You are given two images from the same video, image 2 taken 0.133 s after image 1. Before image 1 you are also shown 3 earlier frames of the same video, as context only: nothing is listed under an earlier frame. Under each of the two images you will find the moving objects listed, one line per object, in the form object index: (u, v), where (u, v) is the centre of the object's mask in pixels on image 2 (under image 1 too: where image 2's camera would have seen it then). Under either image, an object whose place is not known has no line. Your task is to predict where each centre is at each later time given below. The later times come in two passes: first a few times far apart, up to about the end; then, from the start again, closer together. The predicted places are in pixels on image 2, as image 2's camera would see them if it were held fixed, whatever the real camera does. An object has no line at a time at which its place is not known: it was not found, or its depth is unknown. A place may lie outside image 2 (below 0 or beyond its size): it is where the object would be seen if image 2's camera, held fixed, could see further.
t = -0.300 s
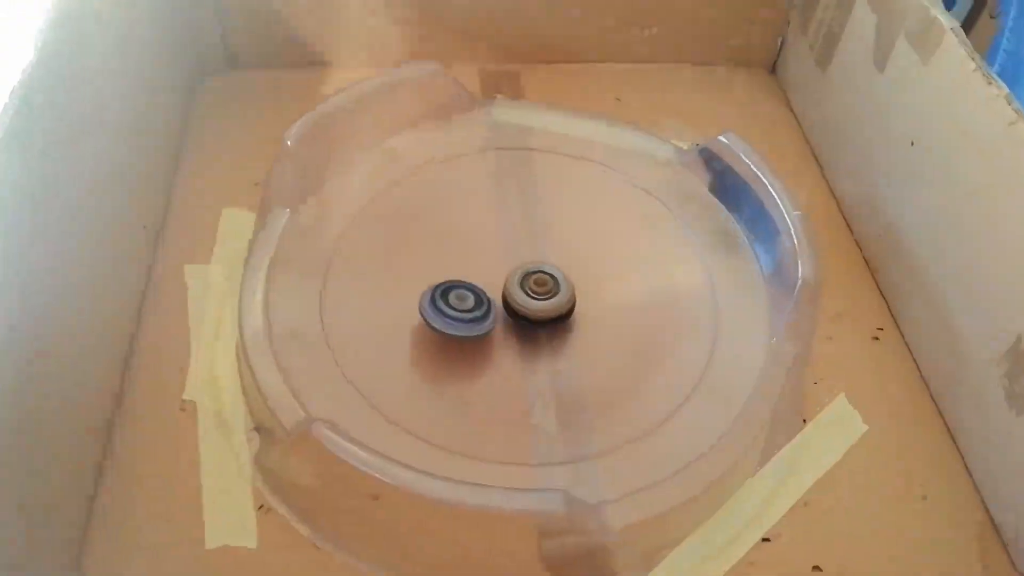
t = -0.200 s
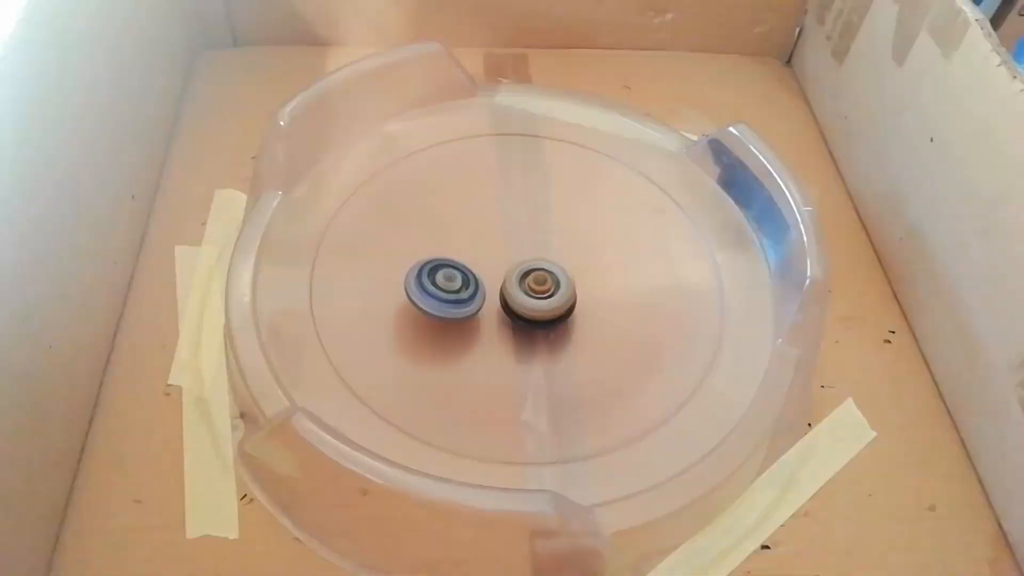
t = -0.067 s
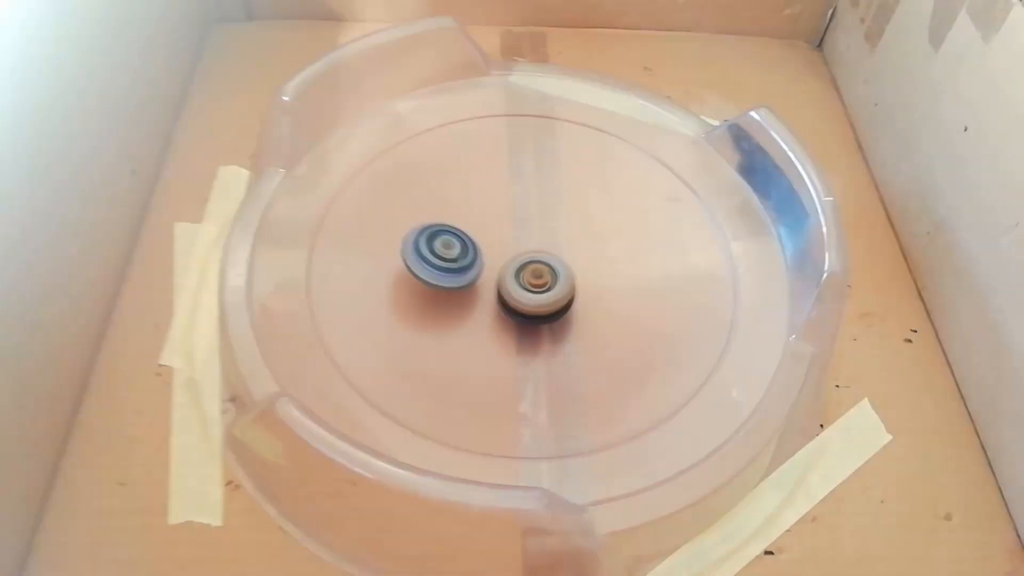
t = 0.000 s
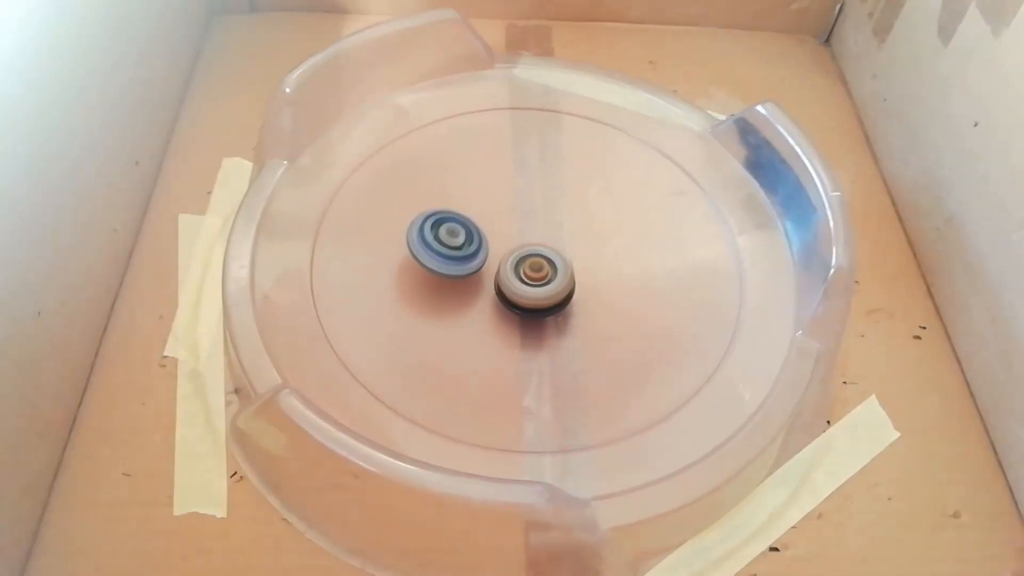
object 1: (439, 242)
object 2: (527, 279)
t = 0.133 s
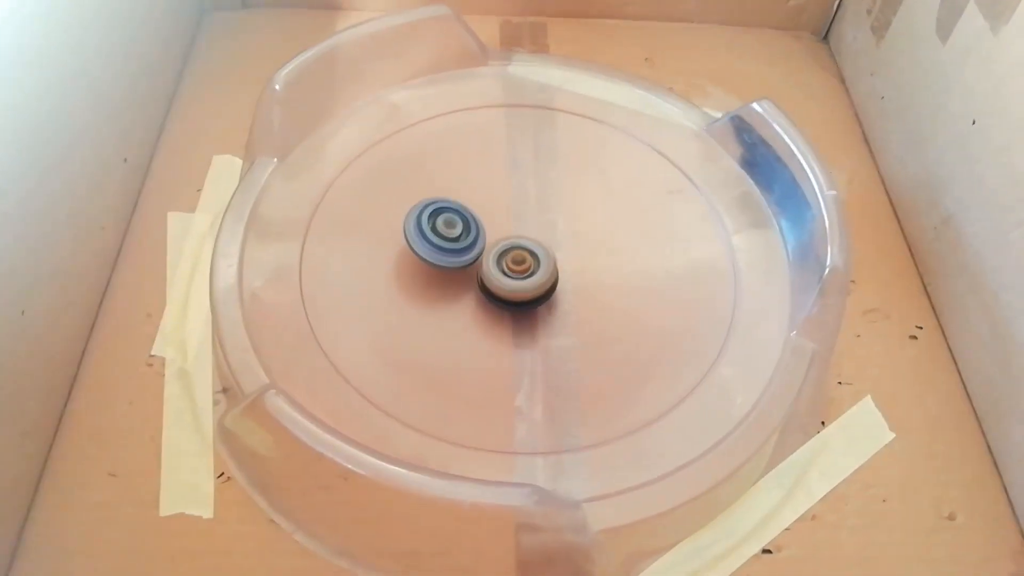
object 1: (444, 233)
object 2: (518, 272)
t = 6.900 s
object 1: (473, 300)
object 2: (530, 251)
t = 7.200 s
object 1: (458, 288)
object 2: (518, 243)
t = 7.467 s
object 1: (449, 277)
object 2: (523, 243)
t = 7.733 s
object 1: (447, 260)
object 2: (531, 258)
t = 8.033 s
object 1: (446, 244)
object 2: (540, 278)
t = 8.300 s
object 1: (457, 233)
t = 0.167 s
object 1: (444, 232)
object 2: (517, 271)
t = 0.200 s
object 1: (439, 227)
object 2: (523, 272)
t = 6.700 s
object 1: (503, 313)
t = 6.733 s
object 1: (496, 312)
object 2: (538, 253)
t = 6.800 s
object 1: (486, 308)
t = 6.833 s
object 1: (482, 306)
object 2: (534, 252)
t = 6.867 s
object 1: (477, 303)
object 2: (531, 252)
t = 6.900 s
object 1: (473, 300)
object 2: (530, 251)
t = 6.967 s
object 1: (468, 295)
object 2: (525, 250)
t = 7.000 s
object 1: (466, 294)
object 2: (523, 249)
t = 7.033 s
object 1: (465, 292)
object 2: (521, 249)
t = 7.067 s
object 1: (462, 290)
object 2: (520, 248)
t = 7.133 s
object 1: (460, 287)
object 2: (518, 246)
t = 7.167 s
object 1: (458, 288)
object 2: (518, 245)
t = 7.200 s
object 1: (458, 288)
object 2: (518, 243)
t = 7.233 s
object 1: (458, 286)
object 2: (517, 243)
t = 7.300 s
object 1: (457, 282)
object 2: (517, 242)
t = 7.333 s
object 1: (455, 281)
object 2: (517, 242)
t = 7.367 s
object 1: (454, 279)
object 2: (518, 242)
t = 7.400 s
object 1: (454, 278)
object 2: (518, 242)
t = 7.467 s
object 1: (449, 277)
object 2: (523, 243)
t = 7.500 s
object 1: (449, 275)
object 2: (524, 245)
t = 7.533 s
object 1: (450, 272)
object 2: (524, 247)
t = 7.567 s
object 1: (449, 270)
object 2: (525, 249)
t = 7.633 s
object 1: (447, 267)
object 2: (527, 252)
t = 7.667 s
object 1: (448, 264)
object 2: (528, 254)
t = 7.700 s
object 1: (446, 262)
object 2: (530, 256)
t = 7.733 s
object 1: (447, 260)
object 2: (531, 258)
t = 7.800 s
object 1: (447, 258)
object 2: (531, 263)
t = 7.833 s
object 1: (448, 257)
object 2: (532, 265)
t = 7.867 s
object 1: (448, 255)
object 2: (531, 267)
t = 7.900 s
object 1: (449, 253)
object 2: (531, 269)
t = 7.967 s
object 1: (444, 247)
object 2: (540, 274)
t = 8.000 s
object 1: (445, 246)
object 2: (540, 276)
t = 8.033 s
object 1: (446, 244)
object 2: (540, 278)
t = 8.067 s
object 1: (447, 243)
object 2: (540, 280)
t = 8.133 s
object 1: (449, 239)
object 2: (537, 282)
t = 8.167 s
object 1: (451, 237)
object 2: (535, 283)
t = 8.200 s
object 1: (452, 236)
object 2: (533, 283)
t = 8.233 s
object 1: (454, 235)
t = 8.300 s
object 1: (457, 233)
